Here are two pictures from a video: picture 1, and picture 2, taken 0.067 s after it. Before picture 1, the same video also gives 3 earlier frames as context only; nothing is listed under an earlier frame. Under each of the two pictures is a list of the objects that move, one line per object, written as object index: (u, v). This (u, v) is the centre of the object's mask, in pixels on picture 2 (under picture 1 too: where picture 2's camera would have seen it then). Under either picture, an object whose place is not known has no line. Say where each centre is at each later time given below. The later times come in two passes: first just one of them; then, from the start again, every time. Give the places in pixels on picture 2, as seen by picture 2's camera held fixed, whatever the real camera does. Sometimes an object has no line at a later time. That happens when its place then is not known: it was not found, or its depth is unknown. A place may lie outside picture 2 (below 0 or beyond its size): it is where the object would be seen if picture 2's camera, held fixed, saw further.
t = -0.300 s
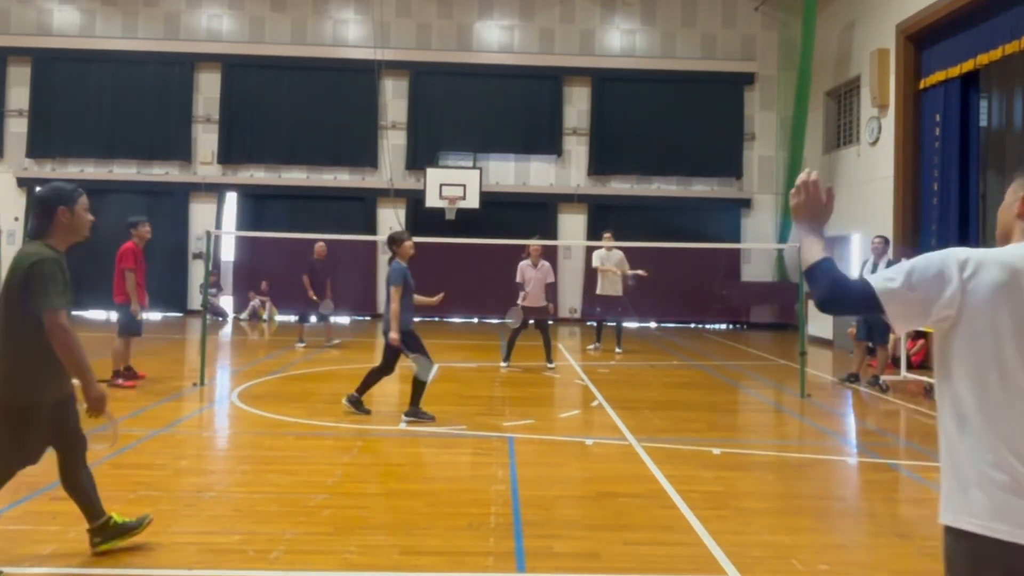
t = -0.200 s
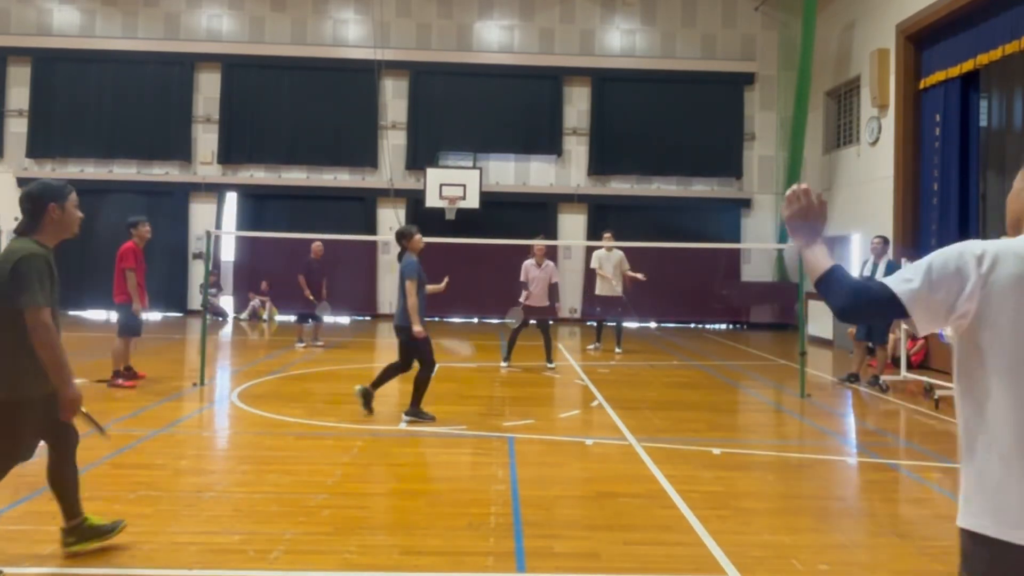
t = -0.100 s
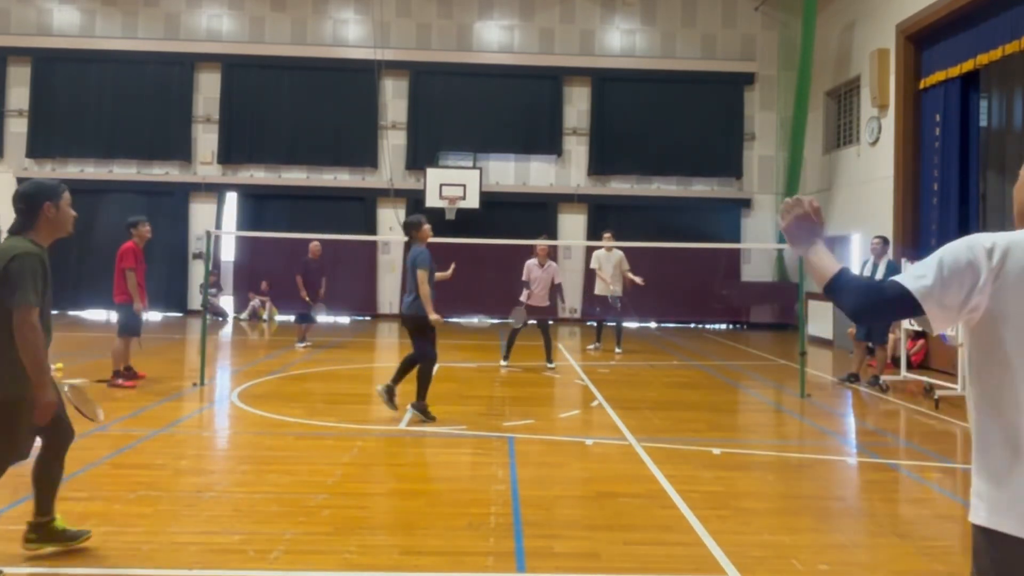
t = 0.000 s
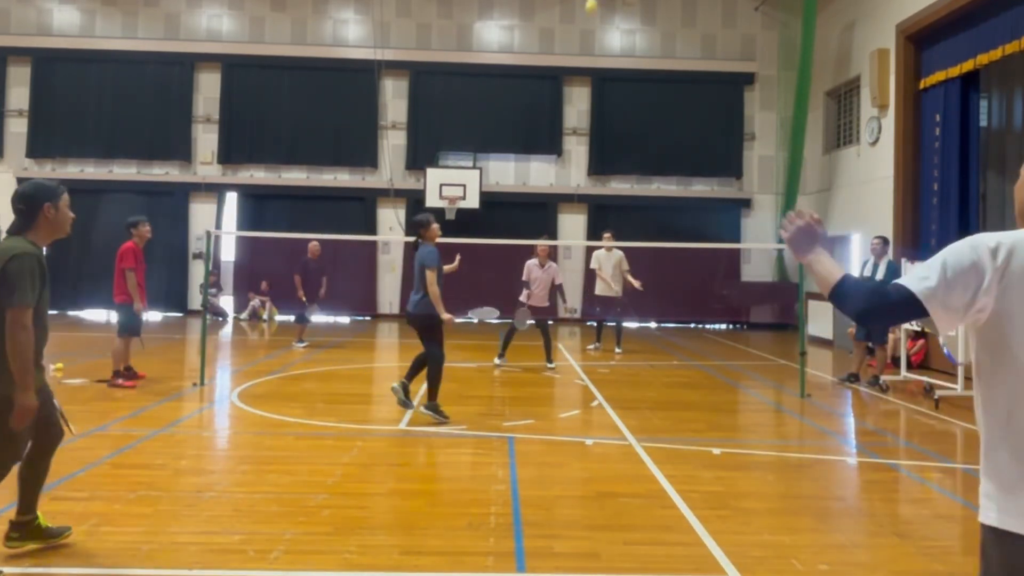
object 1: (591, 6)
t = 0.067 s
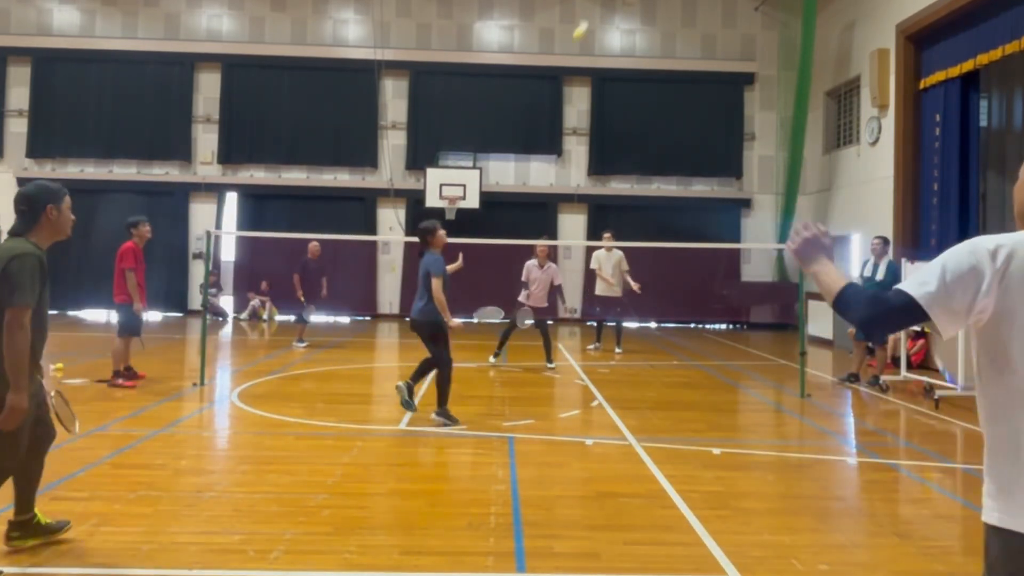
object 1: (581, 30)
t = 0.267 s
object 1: (553, 121)
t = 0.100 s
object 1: (575, 45)
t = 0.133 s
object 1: (570, 62)
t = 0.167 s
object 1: (565, 78)
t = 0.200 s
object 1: (563, 87)
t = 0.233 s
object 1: (557, 104)
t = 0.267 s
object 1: (553, 121)
